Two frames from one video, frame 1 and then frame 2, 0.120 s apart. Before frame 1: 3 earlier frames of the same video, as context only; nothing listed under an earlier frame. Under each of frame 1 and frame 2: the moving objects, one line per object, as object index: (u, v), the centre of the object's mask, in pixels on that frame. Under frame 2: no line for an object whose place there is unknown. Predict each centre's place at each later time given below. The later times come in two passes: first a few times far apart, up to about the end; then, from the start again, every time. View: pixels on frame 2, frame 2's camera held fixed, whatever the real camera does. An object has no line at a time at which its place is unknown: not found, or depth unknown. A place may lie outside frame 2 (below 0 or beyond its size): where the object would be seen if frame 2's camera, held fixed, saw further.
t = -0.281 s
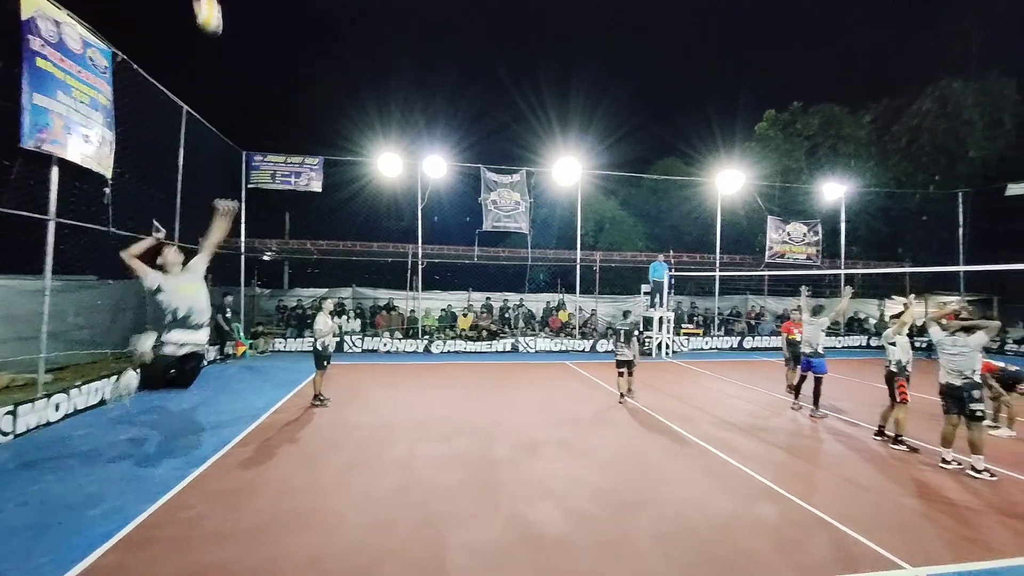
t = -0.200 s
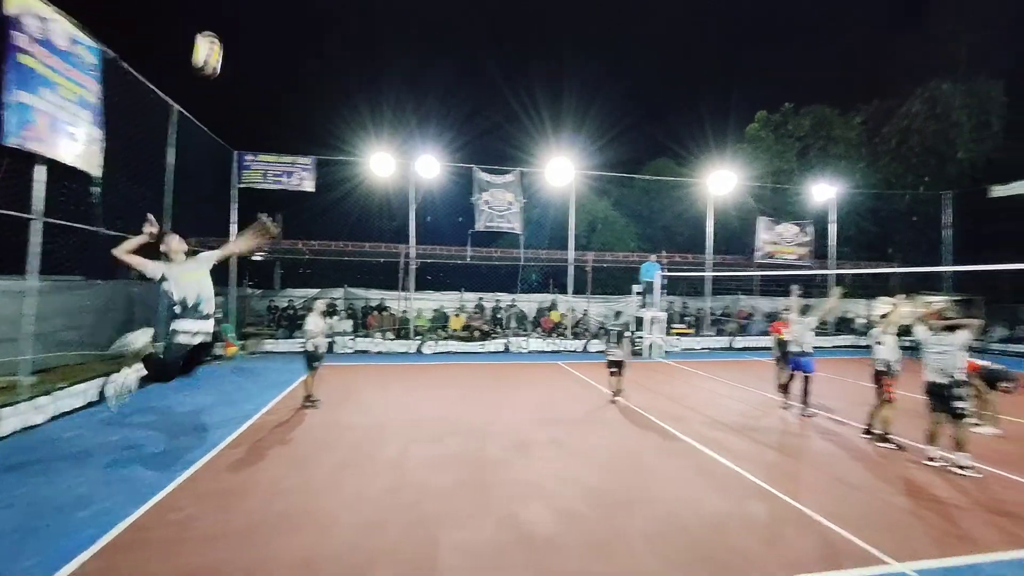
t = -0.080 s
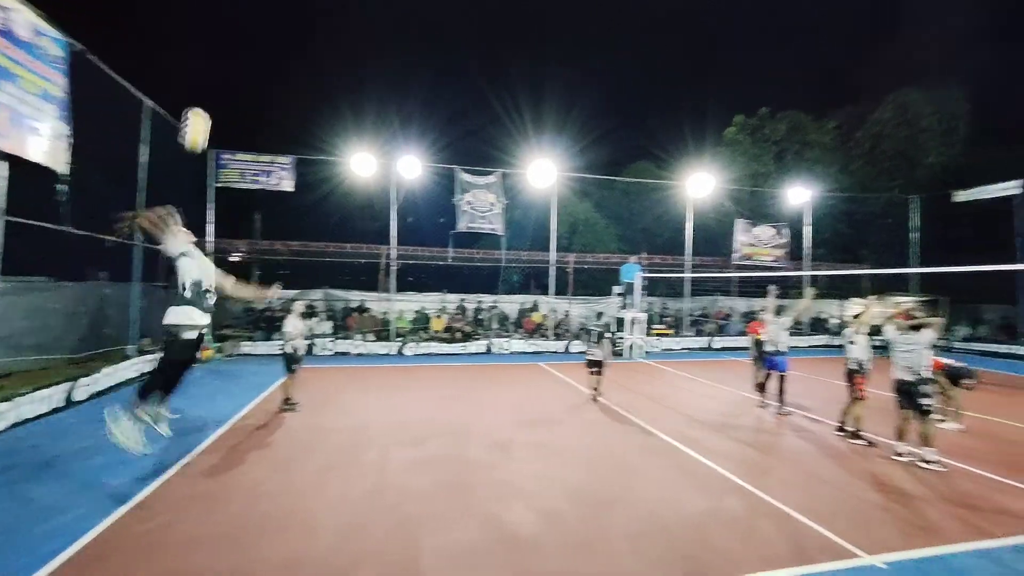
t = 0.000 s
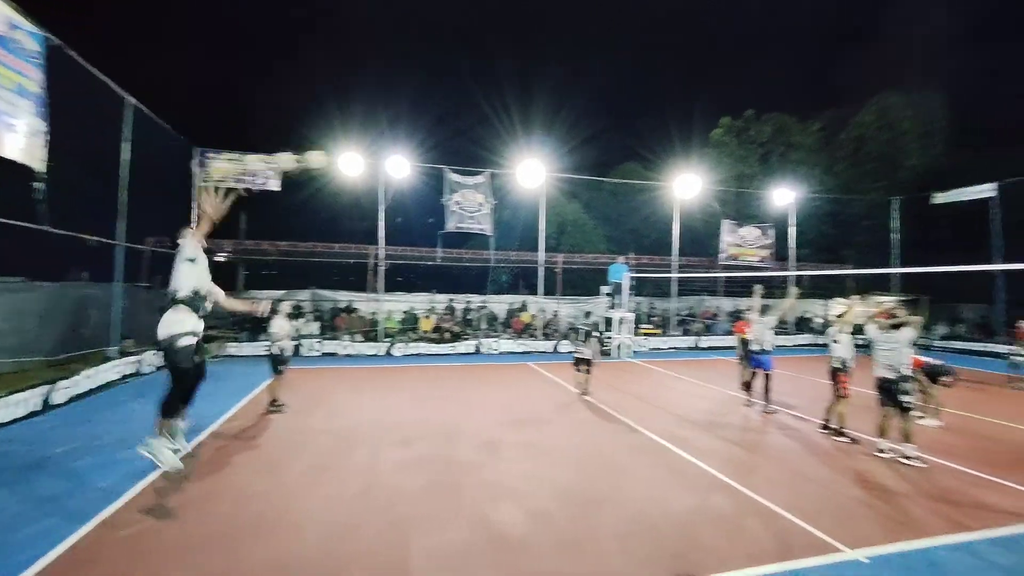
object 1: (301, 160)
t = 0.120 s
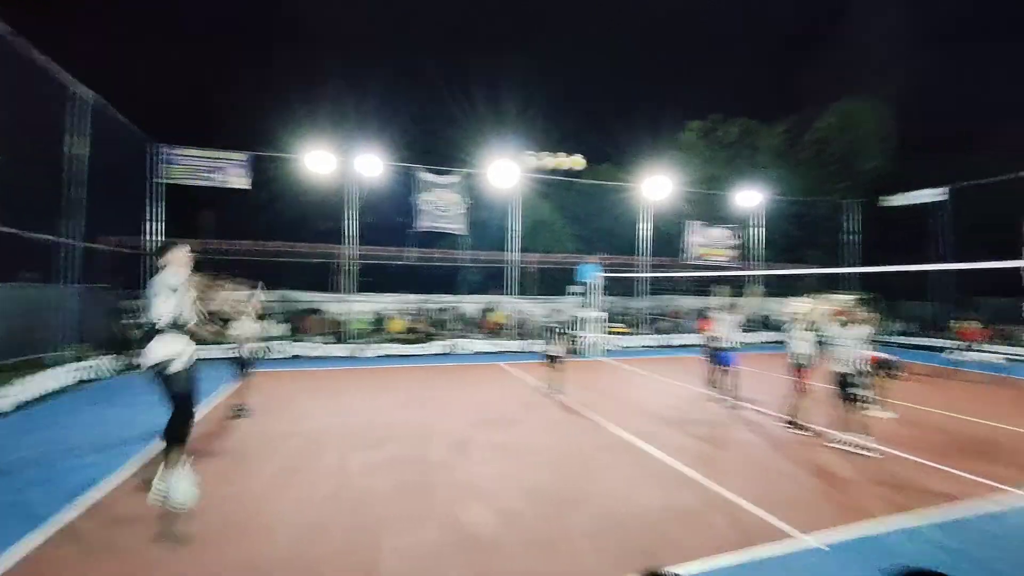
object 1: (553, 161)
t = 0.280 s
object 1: (784, 188)
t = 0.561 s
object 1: (959, 259)
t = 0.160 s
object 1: (624, 164)
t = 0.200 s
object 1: (692, 171)
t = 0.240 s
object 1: (739, 179)
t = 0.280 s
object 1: (784, 188)
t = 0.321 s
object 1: (821, 197)
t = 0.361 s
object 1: (853, 206)
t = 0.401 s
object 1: (881, 216)
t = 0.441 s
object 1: (905, 227)
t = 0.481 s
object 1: (925, 238)
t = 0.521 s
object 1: (942, 250)
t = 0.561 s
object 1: (959, 259)
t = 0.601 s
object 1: (972, 274)
